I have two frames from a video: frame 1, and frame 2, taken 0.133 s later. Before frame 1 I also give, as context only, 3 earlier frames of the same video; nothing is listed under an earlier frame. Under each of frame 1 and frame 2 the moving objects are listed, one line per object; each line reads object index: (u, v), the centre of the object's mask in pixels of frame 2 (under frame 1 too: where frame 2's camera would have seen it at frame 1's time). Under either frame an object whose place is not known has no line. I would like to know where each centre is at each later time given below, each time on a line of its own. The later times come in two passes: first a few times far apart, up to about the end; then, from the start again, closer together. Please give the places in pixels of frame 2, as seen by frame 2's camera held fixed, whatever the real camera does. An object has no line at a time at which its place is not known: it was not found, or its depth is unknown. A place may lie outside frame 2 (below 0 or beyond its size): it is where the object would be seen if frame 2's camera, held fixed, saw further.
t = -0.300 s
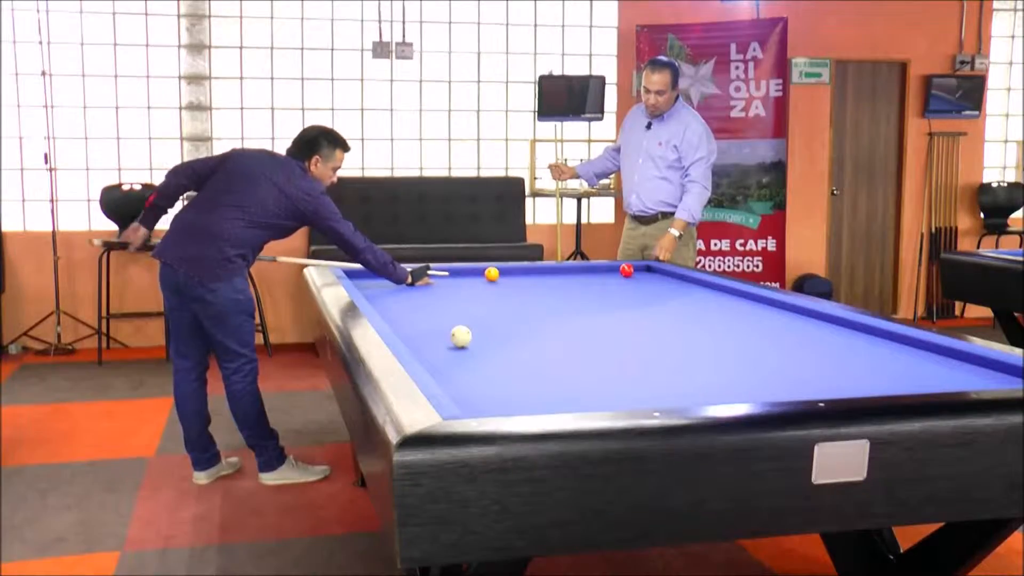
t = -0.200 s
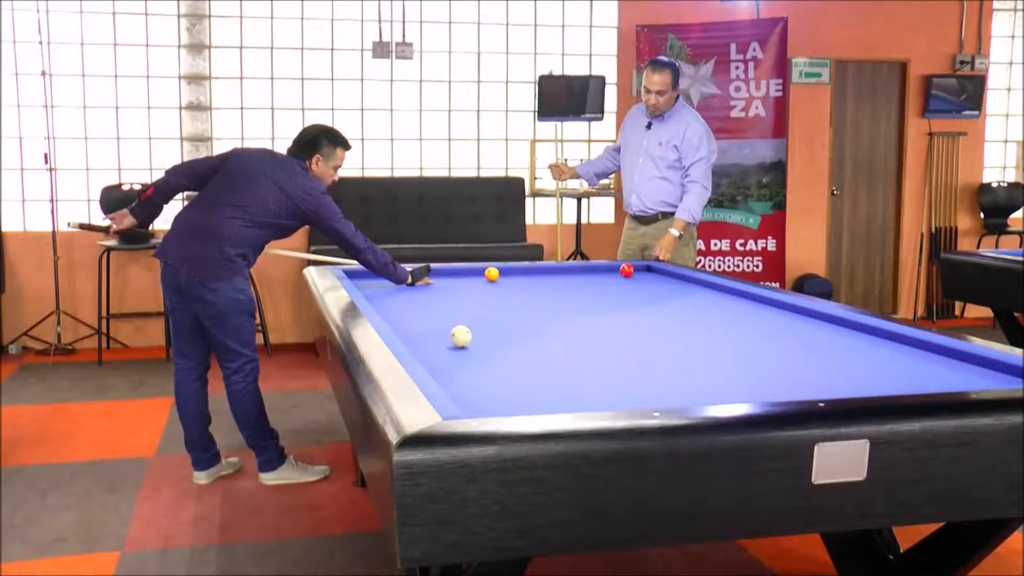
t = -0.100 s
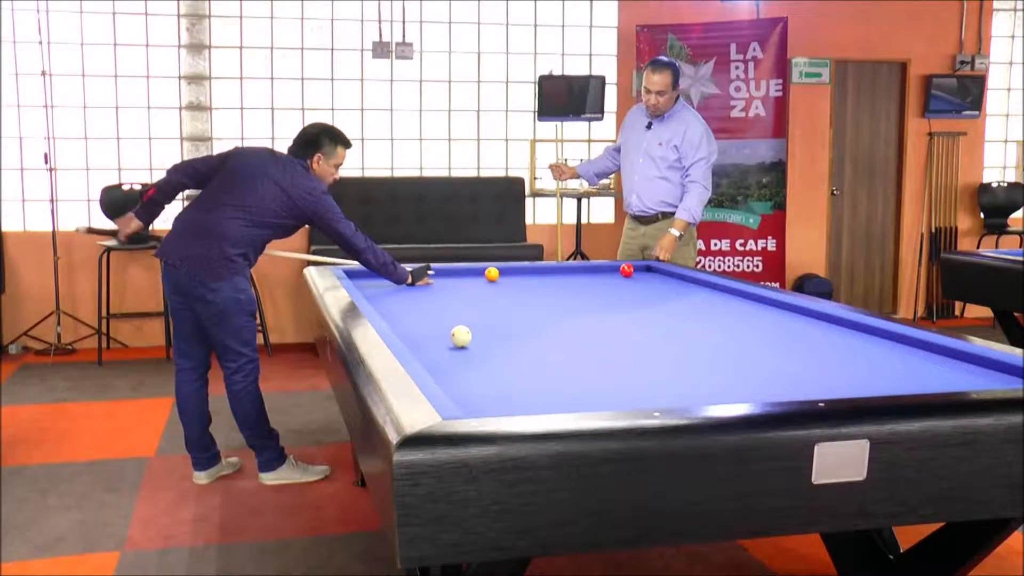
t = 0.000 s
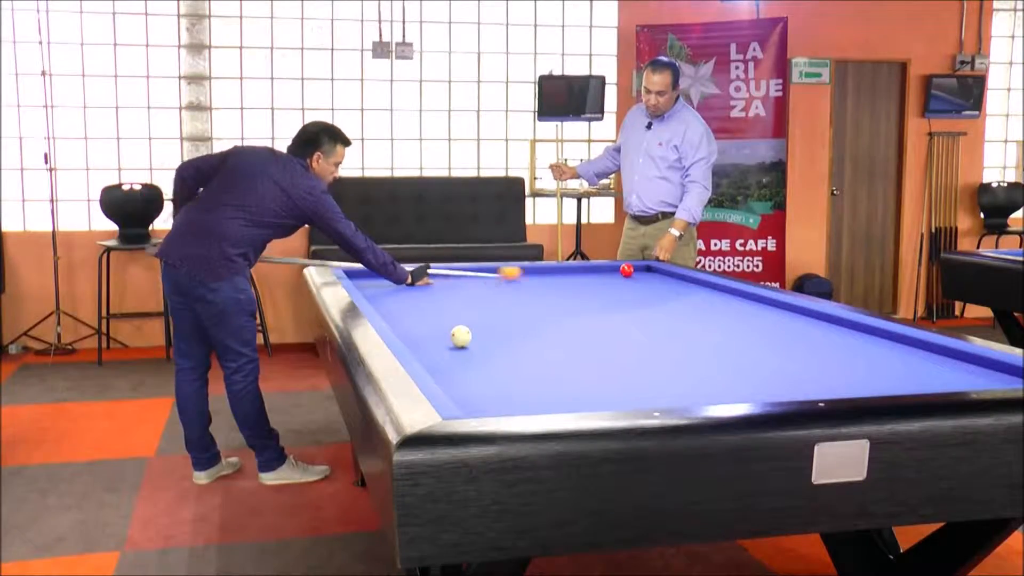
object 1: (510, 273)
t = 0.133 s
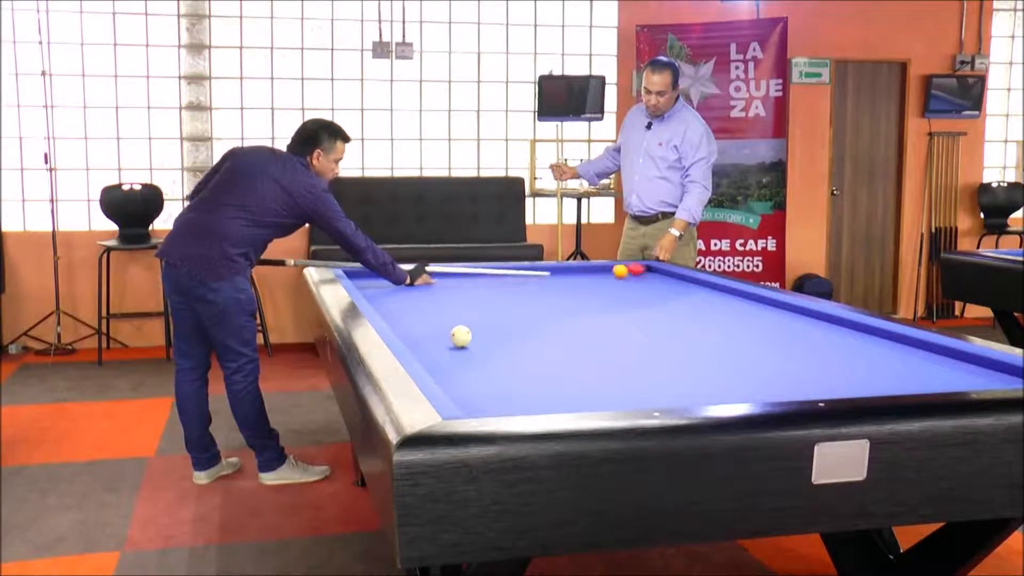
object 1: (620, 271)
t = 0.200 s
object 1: (636, 273)
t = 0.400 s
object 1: (676, 278)
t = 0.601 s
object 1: (707, 283)
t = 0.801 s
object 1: (722, 290)
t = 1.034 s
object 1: (743, 298)
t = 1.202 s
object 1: (759, 305)
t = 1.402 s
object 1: (779, 313)
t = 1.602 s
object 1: (803, 323)
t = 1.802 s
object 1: (828, 334)
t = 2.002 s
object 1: (856, 346)
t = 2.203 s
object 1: (888, 359)
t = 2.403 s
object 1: (925, 375)
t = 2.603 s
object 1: (950, 382)
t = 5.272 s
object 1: (465, 320)
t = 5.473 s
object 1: (443, 319)
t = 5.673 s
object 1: (424, 316)
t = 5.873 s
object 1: (405, 313)
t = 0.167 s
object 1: (628, 272)
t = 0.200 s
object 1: (636, 273)
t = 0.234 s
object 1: (643, 274)
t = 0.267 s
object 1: (651, 275)
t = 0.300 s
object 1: (658, 276)
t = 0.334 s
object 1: (664, 277)
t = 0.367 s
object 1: (670, 277)
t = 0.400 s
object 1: (676, 278)
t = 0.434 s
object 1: (682, 279)
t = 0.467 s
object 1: (687, 280)
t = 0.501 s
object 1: (692, 281)
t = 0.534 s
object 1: (697, 282)
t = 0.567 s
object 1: (703, 282)
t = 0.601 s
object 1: (707, 283)
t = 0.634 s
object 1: (709, 284)
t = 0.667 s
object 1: (712, 286)
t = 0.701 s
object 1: (714, 287)
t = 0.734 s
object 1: (717, 288)
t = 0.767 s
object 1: (720, 289)
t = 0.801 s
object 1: (722, 290)
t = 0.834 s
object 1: (725, 291)
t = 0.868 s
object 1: (728, 292)
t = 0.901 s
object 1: (731, 293)
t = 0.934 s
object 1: (734, 294)
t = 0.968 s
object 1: (737, 296)
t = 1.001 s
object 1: (740, 297)
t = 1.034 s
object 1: (743, 298)
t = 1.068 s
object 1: (746, 299)
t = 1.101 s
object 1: (749, 301)
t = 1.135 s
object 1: (752, 302)
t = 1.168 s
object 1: (756, 303)
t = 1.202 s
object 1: (759, 305)
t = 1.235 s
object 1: (762, 306)
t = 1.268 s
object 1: (766, 307)
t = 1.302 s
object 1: (769, 309)
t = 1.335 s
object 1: (772, 310)
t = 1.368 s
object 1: (776, 312)
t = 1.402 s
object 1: (779, 313)
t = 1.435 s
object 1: (783, 315)
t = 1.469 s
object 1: (787, 317)
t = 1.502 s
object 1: (791, 318)
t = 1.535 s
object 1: (795, 320)
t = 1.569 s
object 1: (798, 321)
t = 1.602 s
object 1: (803, 323)
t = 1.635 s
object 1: (807, 325)
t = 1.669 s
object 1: (810, 327)
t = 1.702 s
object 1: (815, 329)
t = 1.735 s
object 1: (819, 330)
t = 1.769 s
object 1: (823, 332)
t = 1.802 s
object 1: (828, 334)
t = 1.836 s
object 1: (832, 336)
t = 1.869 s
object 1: (837, 338)
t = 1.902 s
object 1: (842, 340)
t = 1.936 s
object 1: (846, 342)
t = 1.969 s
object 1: (851, 344)
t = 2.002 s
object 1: (856, 346)
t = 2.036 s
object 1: (861, 348)
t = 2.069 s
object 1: (866, 350)
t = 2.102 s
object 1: (872, 353)
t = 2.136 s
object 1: (877, 354)
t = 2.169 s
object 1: (883, 357)
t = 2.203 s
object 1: (888, 359)
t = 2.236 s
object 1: (894, 362)
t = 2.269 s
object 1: (900, 364)
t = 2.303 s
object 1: (906, 366)
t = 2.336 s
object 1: (912, 369)
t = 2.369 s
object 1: (918, 372)
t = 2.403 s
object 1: (925, 375)
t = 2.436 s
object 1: (931, 376)
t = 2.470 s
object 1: (938, 378)
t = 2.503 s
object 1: (945, 380)
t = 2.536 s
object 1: (952, 381)
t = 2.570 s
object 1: (958, 383)
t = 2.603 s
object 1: (950, 382)
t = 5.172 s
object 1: (476, 324)
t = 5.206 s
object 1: (472, 323)
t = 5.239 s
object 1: (469, 321)
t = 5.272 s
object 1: (465, 320)
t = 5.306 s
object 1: (461, 319)
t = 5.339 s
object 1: (457, 318)
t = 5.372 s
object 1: (453, 319)
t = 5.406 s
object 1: (449, 319)
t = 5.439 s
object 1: (446, 319)
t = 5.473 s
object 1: (443, 319)
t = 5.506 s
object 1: (440, 319)
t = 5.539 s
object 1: (437, 318)
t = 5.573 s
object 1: (433, 318)
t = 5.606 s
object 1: (430, 317)
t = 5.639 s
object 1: (427, 317)
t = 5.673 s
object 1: (424, 316)
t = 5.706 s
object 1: (421, 316)
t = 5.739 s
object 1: (417, 315)
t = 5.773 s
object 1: (415, 315)
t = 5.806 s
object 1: (411, 314)
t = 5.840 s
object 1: (408, 314)
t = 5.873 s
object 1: (405, 313)
